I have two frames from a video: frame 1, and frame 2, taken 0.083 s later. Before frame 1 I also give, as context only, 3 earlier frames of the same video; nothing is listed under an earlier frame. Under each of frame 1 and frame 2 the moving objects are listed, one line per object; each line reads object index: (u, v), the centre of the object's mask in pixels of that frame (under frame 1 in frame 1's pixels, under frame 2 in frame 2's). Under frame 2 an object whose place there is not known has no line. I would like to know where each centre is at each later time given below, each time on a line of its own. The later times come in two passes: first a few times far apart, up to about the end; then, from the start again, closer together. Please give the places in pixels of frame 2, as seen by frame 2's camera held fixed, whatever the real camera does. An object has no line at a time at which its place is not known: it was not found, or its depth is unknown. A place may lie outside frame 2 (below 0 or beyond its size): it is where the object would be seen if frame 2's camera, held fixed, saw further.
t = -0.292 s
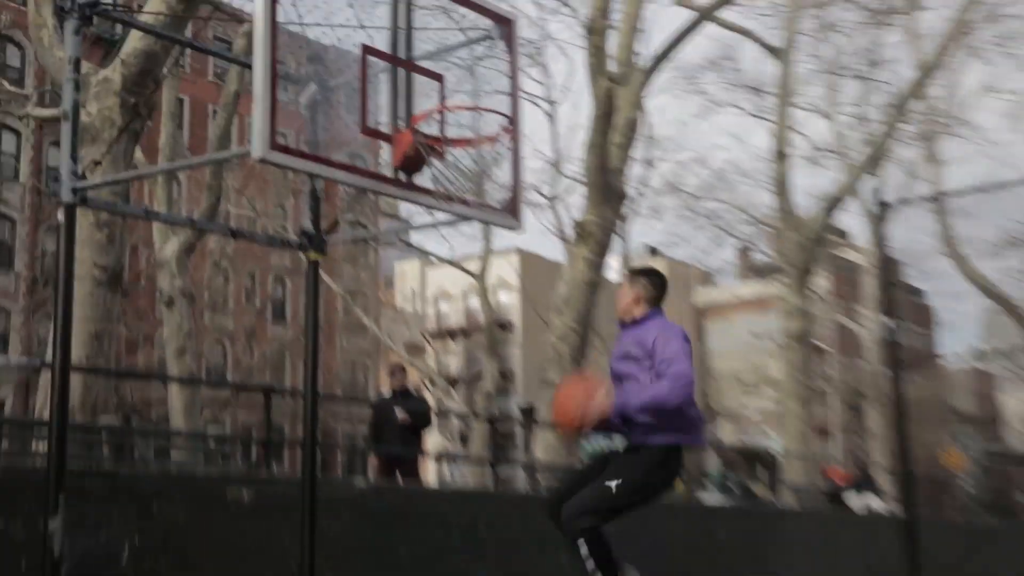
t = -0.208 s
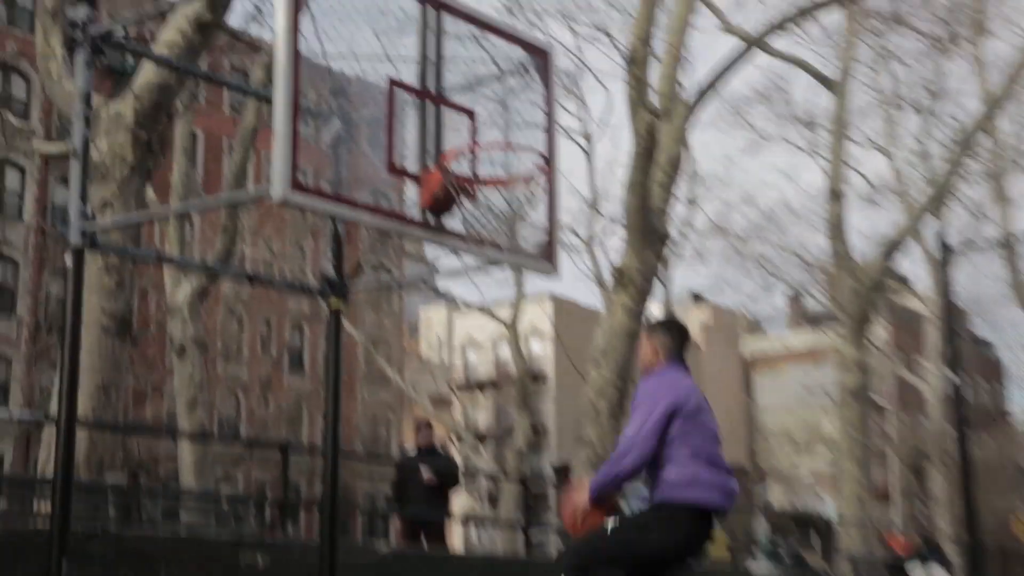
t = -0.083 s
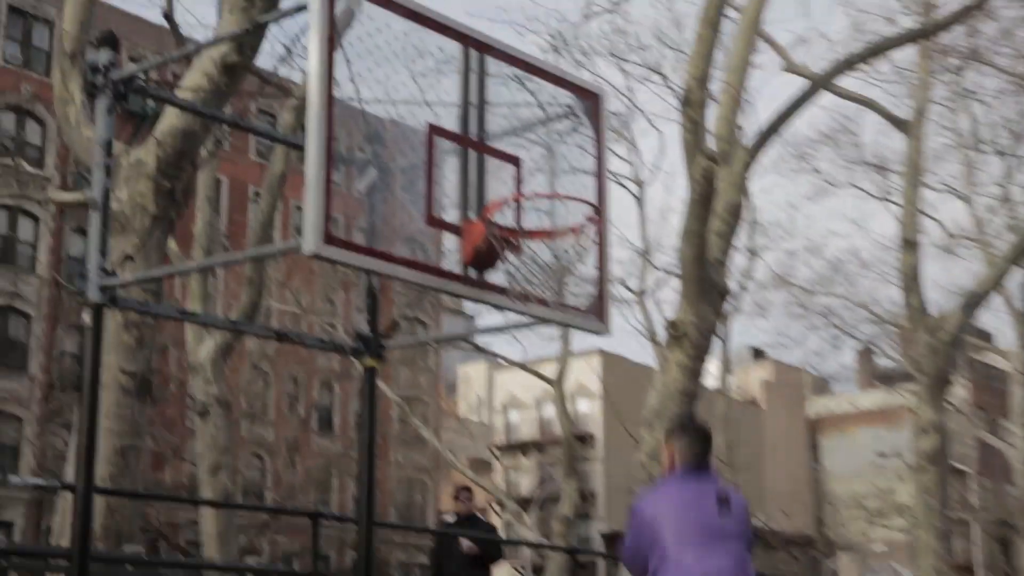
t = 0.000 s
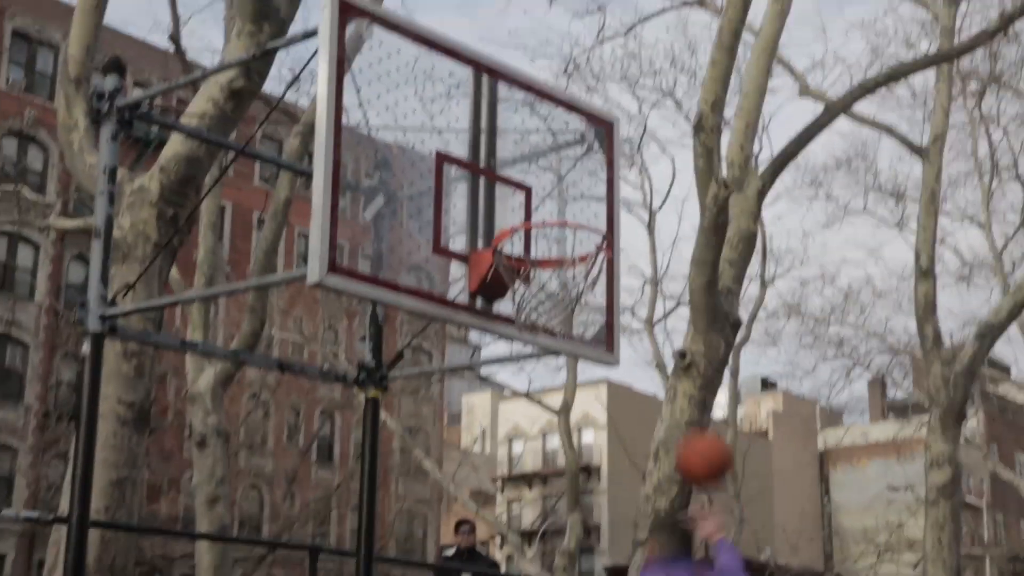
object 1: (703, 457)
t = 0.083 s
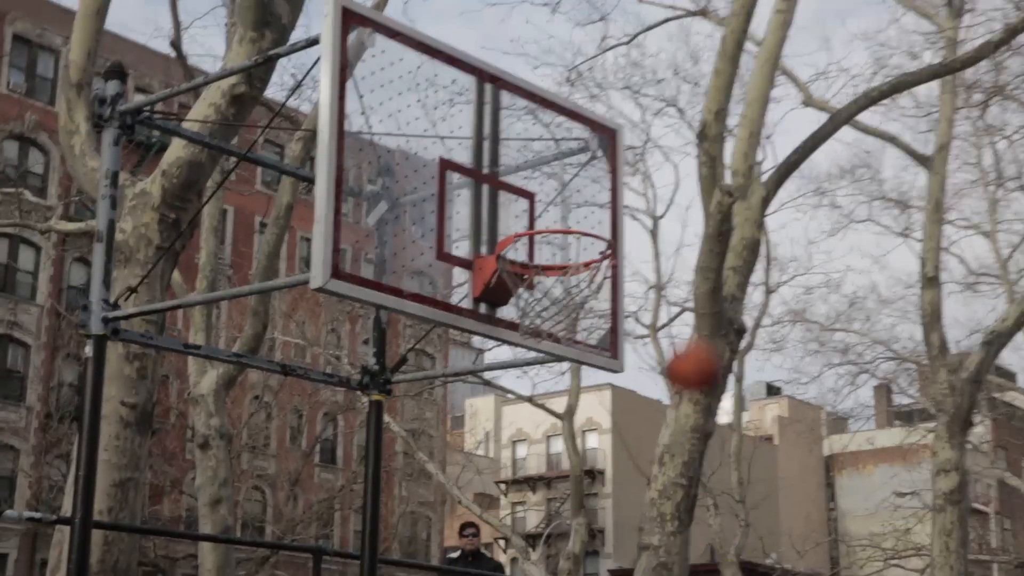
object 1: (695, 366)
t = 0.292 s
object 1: (660, 206)
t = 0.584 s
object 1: (628, 125)
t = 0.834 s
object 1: (613, 161)
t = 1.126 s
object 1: (583, 181)
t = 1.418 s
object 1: (549, 220)
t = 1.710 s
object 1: (550, 289)
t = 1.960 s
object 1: (554, 326)
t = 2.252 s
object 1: (537, 508)
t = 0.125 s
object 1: (685, 327)
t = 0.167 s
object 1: (678, 292)
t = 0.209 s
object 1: (672, 259)
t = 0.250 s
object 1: (666, 231)
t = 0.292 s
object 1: (660, 206)
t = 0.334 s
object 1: (654, 186)
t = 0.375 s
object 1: (648, 169)
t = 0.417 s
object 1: (643, 156)
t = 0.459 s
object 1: (636, 147)
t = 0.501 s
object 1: (632, 140)
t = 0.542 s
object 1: (630, 131)
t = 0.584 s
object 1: (628, 125)
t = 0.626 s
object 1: (626, 122)
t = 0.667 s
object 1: (624, 123)
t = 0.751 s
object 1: (619, 134)
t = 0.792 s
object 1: (616, 145)
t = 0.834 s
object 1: (613, 161)
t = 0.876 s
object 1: (611, 180)
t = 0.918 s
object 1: (608, 206)
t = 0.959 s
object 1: (604, 228)
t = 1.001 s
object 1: (600, 212)
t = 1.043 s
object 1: (593, 198)
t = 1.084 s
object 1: (588, 188)
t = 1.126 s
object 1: (583, 181)
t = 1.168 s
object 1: (577, 178)
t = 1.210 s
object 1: (572, 178)
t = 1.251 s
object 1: (566, 183)
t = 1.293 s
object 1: (560, 191)
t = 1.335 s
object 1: (554, 203)
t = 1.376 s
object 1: (549, 218)
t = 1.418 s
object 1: (549, 220)
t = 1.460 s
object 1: (549, 224)
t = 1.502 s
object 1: (549, 232)
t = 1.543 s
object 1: (550, 245)
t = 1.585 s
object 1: (549, 260)
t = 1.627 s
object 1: (550, 279)
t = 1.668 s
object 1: (548, 284)
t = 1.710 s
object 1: (550, 289)
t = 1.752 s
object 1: (551, 289)
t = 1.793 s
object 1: (552, 294)
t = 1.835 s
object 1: (553, 299)
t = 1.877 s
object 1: (553, 308)
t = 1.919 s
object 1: (554, 316)
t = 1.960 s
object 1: (554, 326)
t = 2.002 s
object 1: (552, 337)
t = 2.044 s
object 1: (551, 353)
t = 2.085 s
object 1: (548, 374)
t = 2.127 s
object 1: (546, 399)
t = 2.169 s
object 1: (543, 431)
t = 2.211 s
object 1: (539, 468)
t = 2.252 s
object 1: (537, 508)
